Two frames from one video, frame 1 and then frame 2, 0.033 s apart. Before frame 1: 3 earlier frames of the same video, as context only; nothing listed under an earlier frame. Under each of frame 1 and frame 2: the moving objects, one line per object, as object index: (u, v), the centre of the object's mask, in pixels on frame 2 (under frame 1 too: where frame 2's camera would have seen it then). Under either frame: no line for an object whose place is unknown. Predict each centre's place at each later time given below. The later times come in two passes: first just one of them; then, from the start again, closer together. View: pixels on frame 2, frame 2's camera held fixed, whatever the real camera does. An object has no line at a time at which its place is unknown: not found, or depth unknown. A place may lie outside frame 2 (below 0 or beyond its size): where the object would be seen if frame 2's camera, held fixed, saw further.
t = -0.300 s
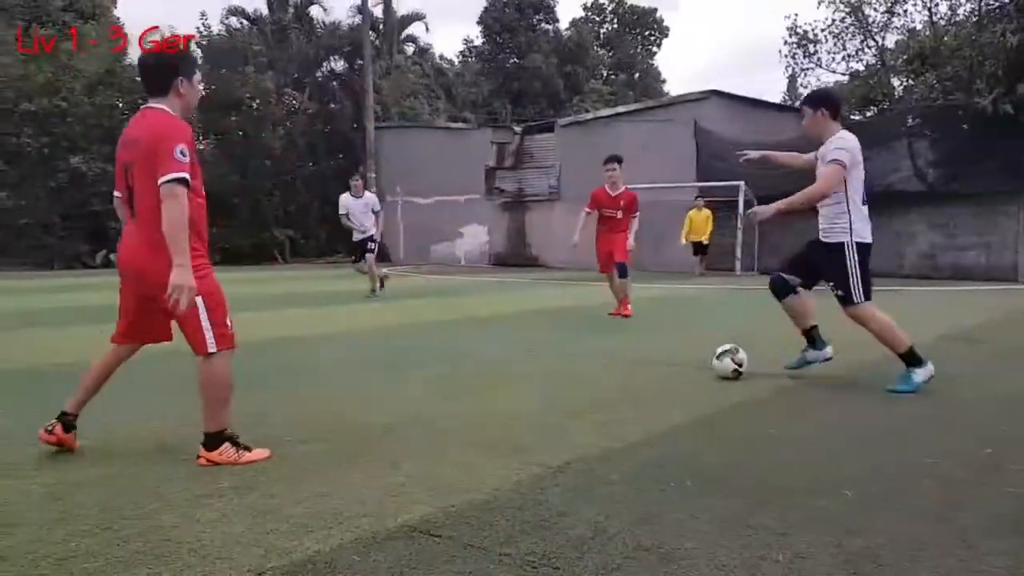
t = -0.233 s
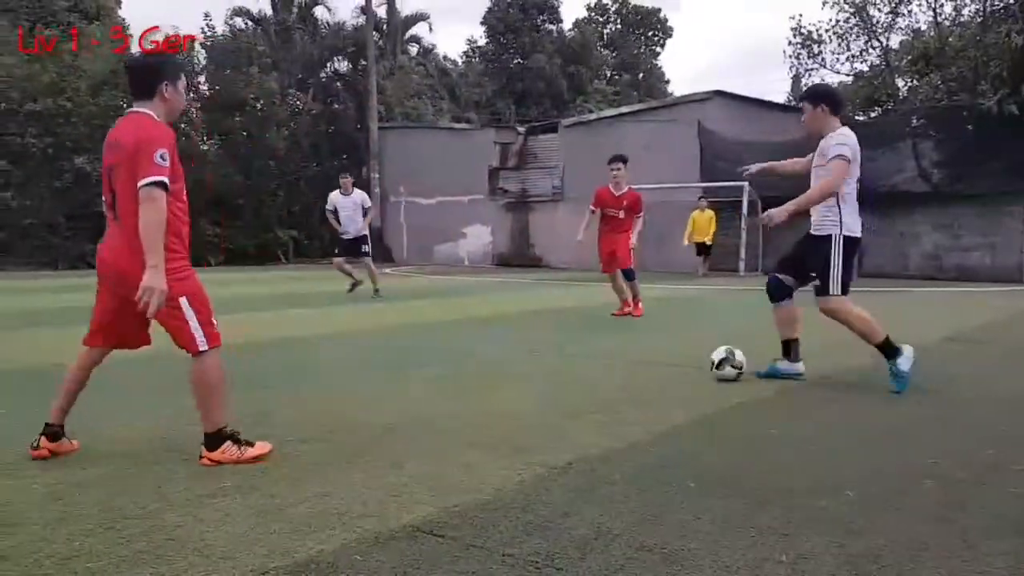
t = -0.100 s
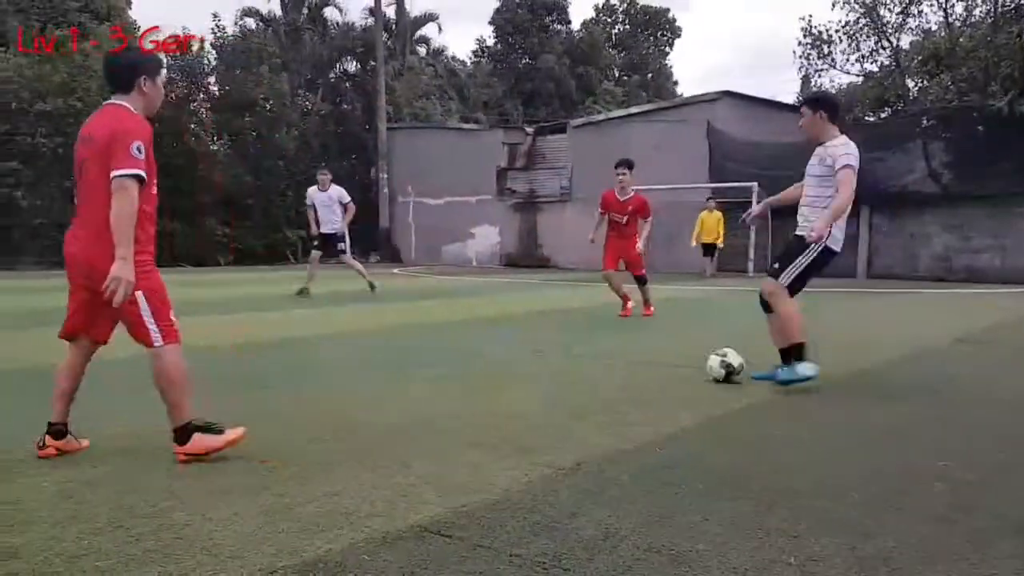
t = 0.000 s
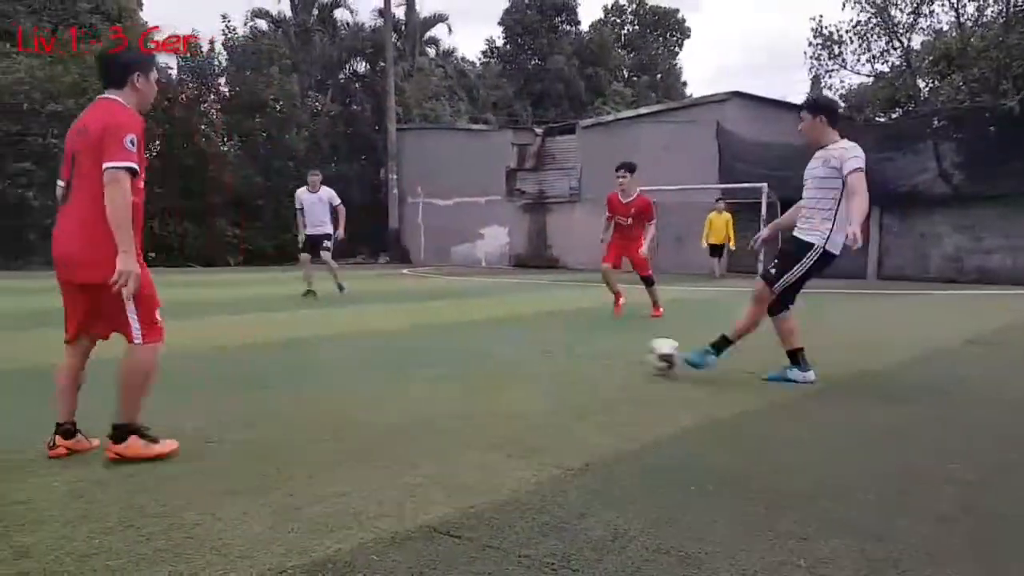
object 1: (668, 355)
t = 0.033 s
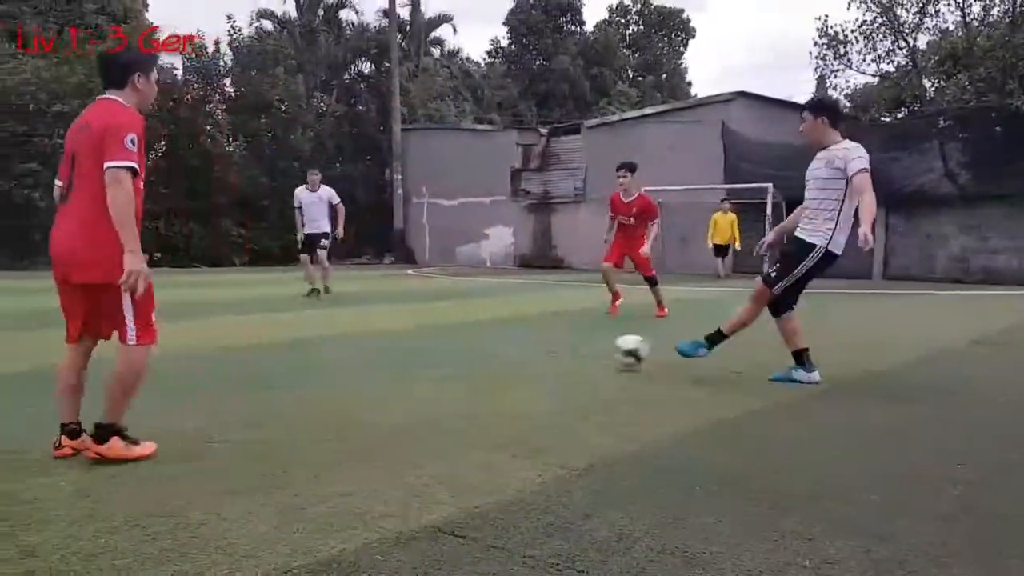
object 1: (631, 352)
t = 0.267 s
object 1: (440, 334)
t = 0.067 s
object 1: (596, 349)
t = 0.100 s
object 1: (562, 348)
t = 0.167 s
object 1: (508, 340)
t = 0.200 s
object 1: (484, 337)
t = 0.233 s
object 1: (460, 337)
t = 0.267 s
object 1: (440, 334)
